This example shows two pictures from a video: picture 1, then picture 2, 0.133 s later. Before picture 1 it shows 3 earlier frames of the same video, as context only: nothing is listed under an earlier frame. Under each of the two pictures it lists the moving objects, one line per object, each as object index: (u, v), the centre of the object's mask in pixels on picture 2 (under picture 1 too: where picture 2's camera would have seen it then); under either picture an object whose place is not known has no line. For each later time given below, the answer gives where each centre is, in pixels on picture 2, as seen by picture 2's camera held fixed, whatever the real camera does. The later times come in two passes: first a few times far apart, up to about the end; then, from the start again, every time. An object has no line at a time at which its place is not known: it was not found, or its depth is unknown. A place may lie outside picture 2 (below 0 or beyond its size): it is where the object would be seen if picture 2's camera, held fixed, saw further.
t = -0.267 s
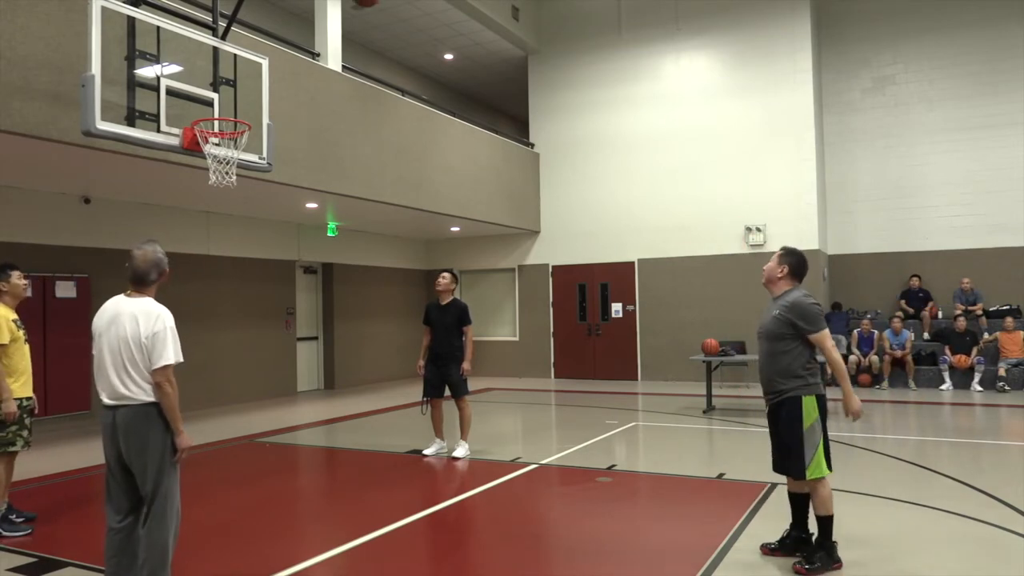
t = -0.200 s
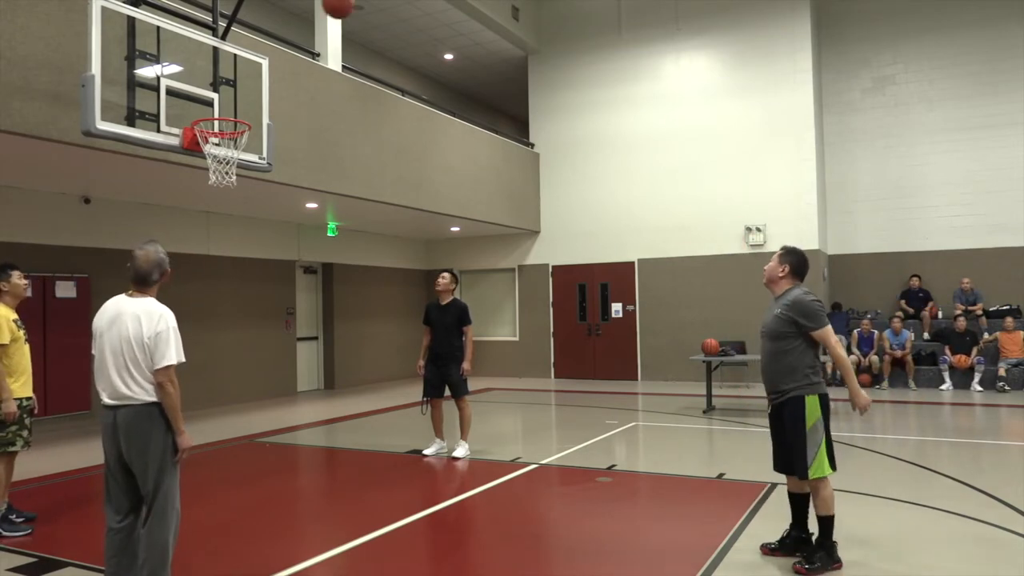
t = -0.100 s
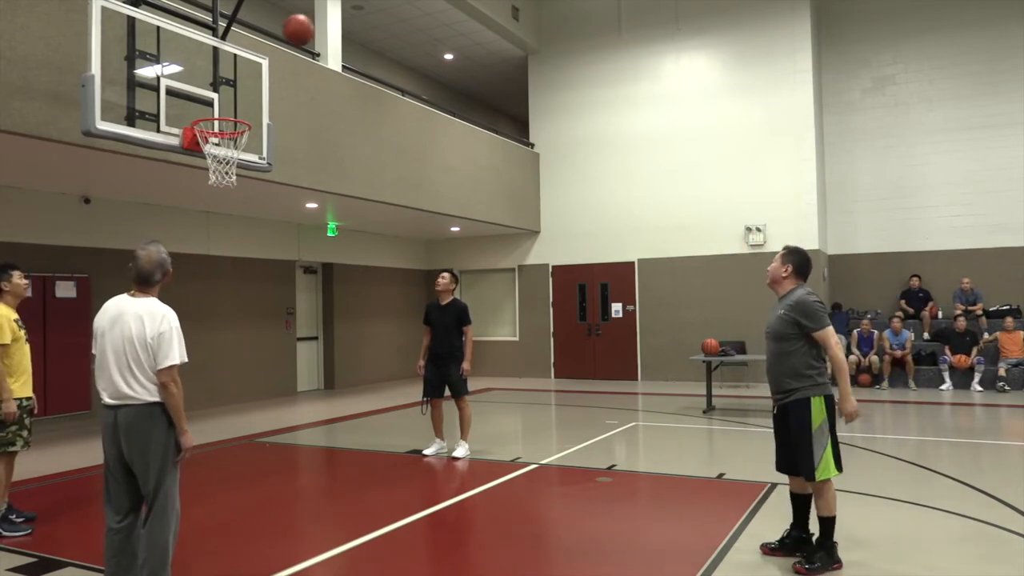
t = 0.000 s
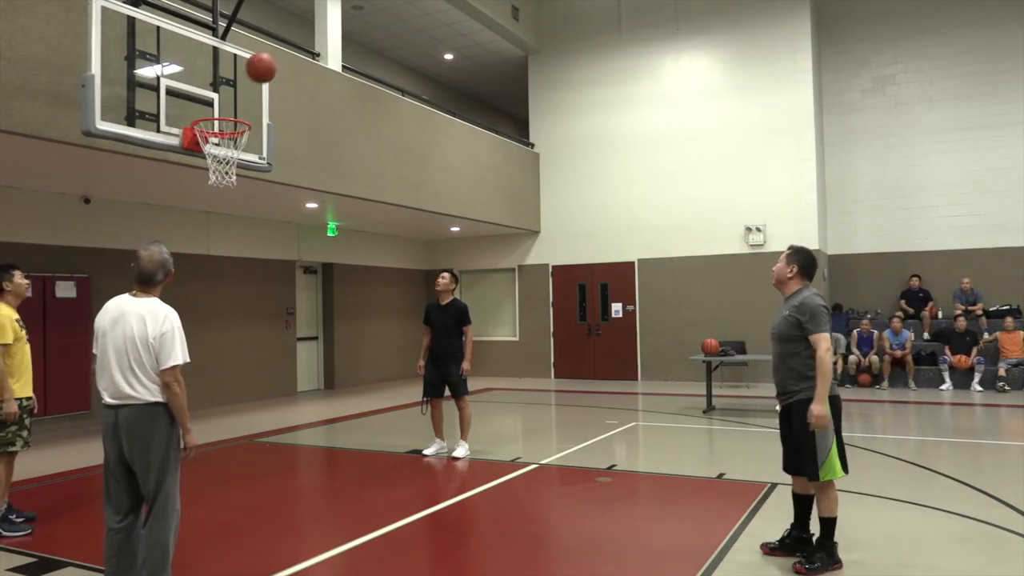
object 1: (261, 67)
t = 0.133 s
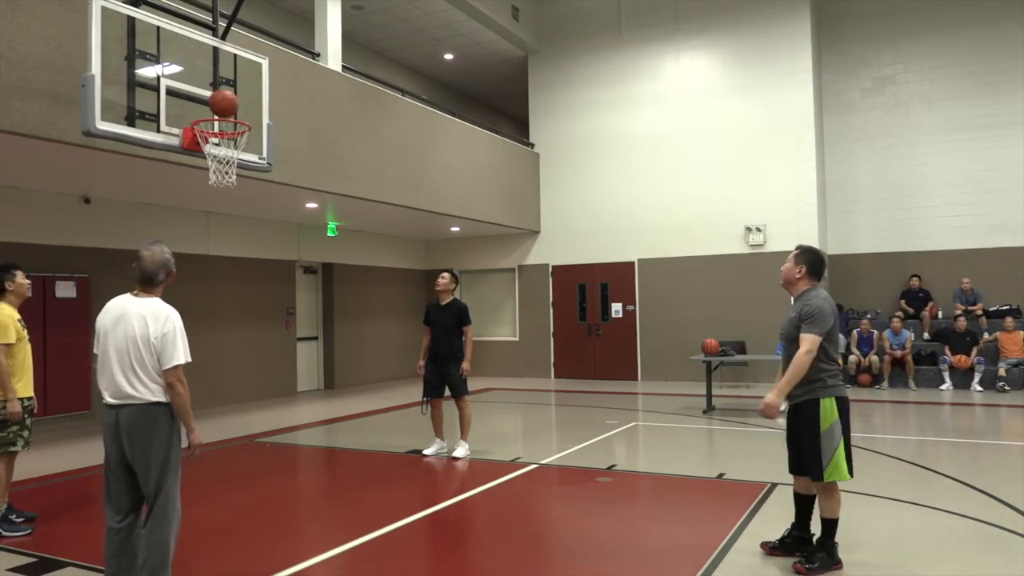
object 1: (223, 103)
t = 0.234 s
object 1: (206, 102)
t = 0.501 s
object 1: (212, 112)
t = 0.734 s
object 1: (243, 161)
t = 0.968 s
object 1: (247, 219)
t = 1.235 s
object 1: (255, 354)
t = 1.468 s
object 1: (256, 417)
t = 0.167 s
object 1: (218, 102)
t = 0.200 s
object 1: (212, 101)
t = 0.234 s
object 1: (206, 102)
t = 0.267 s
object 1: (200, 104)
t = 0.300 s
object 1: (195, 107)
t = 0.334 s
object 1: (192, 109)
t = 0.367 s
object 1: (196, 108)
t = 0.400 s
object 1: (199, 108)
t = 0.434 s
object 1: (204, 109)
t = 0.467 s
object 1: (208, 110)
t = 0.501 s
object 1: (212, 112)
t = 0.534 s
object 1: (217, 124)
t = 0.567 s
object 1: (222, 128)
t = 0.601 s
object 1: (228, 134)
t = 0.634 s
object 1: (233, 141)
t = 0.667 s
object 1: (236, 150)
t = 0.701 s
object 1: (240, 157)
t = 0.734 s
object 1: (243, 161)
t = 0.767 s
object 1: (243, 167)
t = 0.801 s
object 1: (244, 173)
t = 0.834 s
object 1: (244, 180)
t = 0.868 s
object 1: (245, 188)
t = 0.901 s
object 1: (246, 198)
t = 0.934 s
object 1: (246, 208)
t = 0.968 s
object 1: (247, 219)
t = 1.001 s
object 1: (248, 232)
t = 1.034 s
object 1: (249, 246)
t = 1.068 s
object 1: (251, 261)
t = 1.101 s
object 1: (251, 278)
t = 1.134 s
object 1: (252, 295)
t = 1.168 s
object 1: (253, 314)
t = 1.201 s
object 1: (254, 334)
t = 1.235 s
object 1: (255, 354)
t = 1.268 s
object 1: (256, 376)
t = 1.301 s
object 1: (257, 398)
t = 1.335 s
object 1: (258, 422)
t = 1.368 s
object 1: (259, 447)
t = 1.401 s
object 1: (258, 453)
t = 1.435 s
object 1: (257, 434)
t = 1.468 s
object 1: (256, 417)
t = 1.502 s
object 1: (254, 400)
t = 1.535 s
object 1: (252, 385)
